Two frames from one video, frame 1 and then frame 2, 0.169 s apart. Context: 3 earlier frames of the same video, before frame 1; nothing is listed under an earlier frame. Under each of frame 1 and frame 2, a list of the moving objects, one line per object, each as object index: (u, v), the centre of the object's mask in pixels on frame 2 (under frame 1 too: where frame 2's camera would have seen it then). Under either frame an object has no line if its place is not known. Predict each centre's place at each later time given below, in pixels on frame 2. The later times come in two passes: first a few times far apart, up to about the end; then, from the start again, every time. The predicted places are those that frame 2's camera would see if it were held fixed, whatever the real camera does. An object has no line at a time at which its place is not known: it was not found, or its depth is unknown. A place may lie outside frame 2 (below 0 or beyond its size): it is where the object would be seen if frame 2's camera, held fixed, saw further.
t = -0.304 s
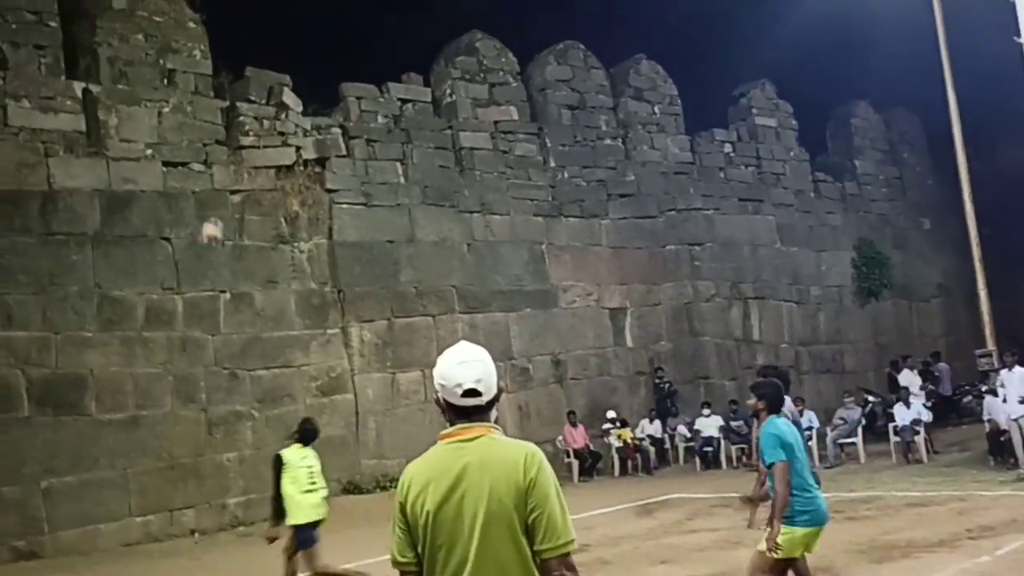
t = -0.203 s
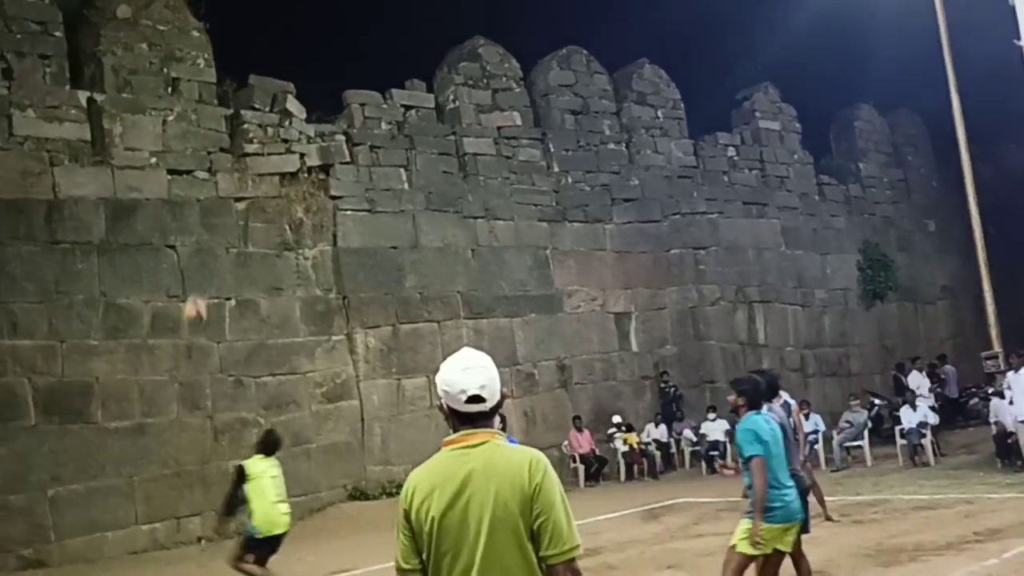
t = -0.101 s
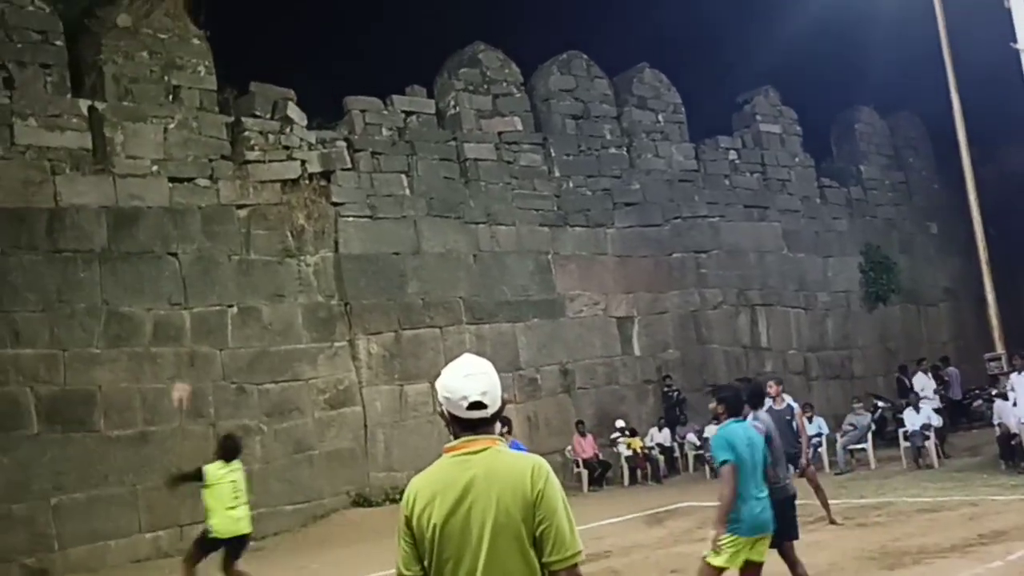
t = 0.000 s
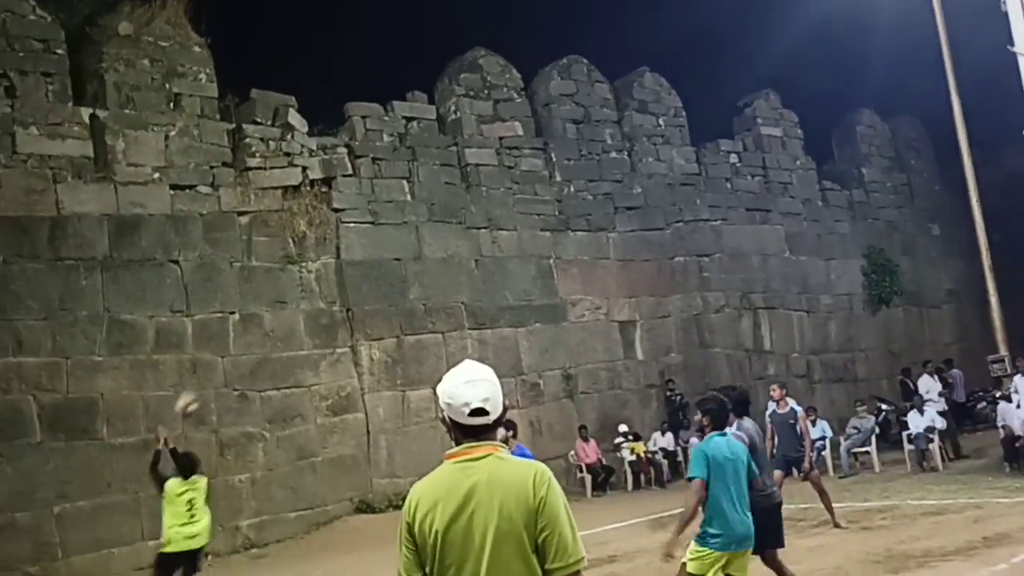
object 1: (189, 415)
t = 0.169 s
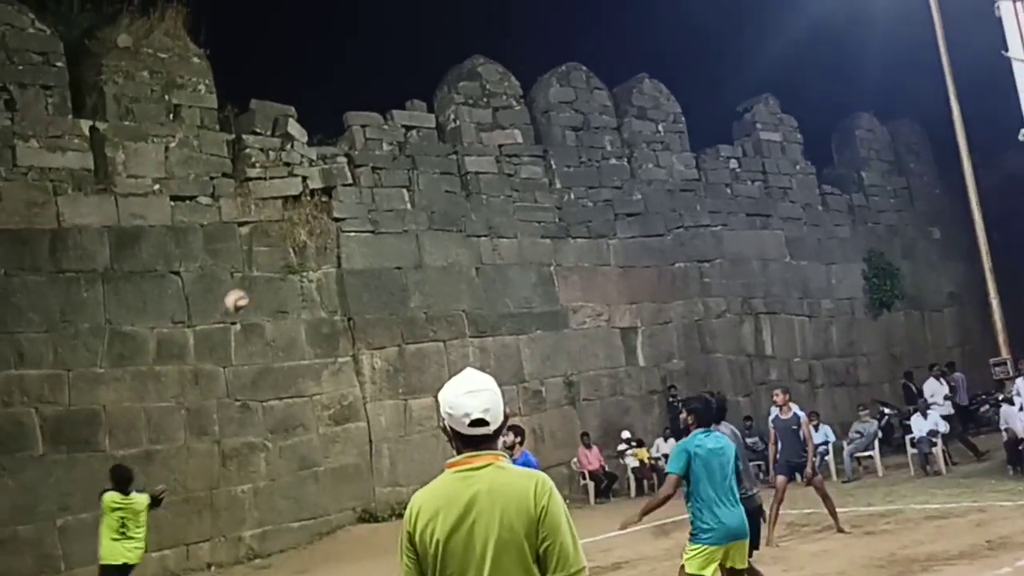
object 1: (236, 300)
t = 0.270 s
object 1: (265, 249)
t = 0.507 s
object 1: (337, 171)
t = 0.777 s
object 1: (422, 151)
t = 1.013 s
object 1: (506, 196)
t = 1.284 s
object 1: (609, 326)
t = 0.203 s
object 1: (246, 283)
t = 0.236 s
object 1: (255, 265)
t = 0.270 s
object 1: (265, 249)
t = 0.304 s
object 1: (274, 235)
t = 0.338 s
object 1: (284, 220)
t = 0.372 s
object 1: (294, 208)
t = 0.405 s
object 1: (305, 197)
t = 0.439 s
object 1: (314, 187)
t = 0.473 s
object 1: (326, 178)
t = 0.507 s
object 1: (337, 171)
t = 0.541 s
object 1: (346, 164)
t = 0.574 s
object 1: (356, 158)
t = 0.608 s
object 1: (367, 154)
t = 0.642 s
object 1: (378, 152)
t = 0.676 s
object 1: (389, 149)
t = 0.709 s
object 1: (400, 148)
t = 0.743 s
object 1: (412, 149)
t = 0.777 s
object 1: (422, 151)
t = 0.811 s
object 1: (434, 154)
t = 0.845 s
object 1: (446, 158)
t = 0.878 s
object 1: (458, 163)
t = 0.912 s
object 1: (470, 169)
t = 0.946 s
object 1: (481, 177)
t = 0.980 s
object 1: (494, 187)
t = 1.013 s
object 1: (506, 196)
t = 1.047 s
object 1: (519, 208)
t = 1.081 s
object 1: (532, 222)
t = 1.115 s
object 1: (544, 235)
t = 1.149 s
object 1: (557, 251)
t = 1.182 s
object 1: (570, 267)
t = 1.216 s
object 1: (583, 285)
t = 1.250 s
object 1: (596, 305)
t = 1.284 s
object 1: (609, 326)
